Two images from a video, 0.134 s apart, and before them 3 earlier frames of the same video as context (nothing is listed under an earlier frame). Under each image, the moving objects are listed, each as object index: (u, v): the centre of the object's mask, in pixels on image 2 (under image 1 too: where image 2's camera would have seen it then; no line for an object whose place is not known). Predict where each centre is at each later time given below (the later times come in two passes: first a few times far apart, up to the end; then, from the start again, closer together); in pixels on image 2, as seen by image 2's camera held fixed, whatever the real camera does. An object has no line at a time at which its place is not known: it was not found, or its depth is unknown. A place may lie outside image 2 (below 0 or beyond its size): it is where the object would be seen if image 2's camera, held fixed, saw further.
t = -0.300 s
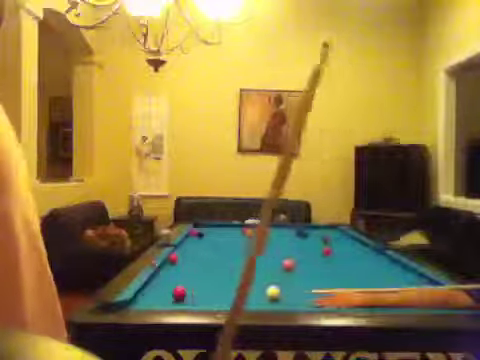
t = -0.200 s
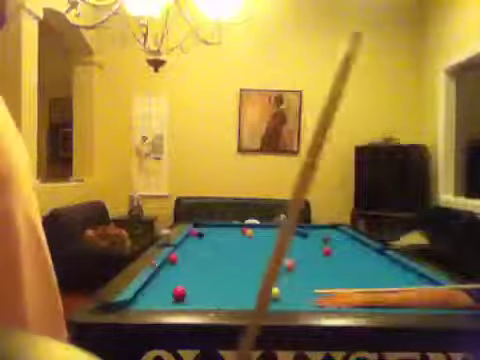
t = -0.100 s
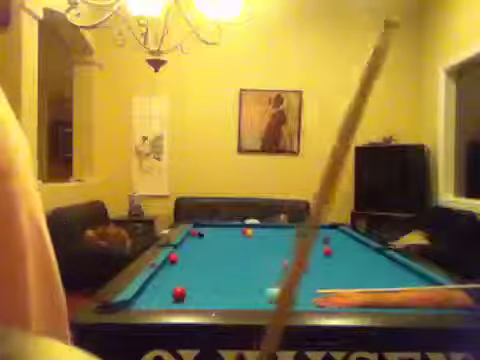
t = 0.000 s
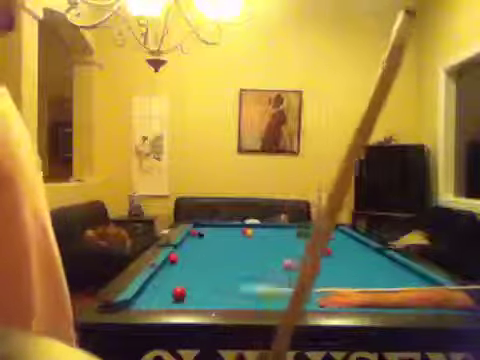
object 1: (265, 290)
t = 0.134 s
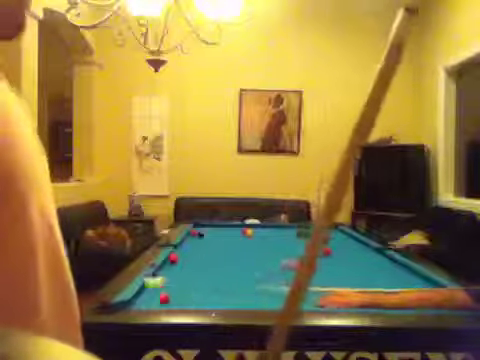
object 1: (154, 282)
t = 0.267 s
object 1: (225, 274)
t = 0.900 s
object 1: (391, 269)
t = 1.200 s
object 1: (351, 273)
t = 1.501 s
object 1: (310, 276)
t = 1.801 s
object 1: (268, 279)
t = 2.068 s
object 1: (230, 282)
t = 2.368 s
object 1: (184, 287)
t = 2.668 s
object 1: (145, 290)
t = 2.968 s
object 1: (167, 295)
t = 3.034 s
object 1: (170, 295)
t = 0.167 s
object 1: (173, 279)
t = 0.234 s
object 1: (207, 275)
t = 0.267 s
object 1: (225, 274)
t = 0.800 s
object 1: (407, 267)
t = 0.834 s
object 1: (404, 267)
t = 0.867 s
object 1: (396, 268)
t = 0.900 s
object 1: (391, 269)
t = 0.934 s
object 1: (388, 268)
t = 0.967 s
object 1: (384, 269)
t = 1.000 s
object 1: (377, 270)
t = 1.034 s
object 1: (373, 270)
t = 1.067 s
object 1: (368, 271)
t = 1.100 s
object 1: (364, 271)
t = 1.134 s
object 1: (360, 271)
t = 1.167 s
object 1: (355, 272)
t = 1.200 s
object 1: (351, 273)
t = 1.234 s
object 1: (346, 273)
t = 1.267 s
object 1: (342, 273)
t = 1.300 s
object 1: (337, 274)
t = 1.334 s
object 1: (334, 273)
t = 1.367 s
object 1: (328, 274)
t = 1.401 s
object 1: (324, 274)
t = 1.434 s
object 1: (319, 275)
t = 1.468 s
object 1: (315, 275)
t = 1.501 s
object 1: (310, 276)
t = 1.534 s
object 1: (308, 276)
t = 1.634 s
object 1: (289, 276)
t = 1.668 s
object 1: (287, 277)
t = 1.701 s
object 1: (281, 278)
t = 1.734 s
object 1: (278, 278)
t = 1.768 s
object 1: (273, 278)
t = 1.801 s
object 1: (268, 279)
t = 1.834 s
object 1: (263, 279)
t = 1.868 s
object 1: (258, 280)
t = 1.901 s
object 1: (254, 280)
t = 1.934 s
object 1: (249, 280)
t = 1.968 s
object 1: (244, 281)
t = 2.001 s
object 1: (239, 281)
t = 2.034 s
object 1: (234, 282)
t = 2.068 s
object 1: (230, 282)
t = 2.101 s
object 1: (225, 282)
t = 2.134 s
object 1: (221, 283)
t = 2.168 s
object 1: (215, 283)
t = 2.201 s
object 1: (210, 284)
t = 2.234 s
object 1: (204, 285)
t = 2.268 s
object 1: (199, 285)
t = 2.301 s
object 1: (192, 285)
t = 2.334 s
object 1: (189, 286)
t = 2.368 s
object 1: (184, 287)
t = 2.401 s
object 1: (180, 287)
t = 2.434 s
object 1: (174, 288)
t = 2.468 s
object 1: (168, 289)
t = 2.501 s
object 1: (164, 289)
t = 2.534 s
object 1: (159, 290)
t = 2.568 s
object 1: (153, 290)
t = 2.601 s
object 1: (149, 290)
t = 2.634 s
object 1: (144, 290)
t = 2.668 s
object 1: (145, 290)
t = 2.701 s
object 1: (148, 291)
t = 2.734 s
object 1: (149, 292)
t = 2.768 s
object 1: (152, 292)
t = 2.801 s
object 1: (153, 290)
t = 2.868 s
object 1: (160, 293)
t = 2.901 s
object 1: (161, 294)
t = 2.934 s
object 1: (164, 294)
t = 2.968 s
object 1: (167, 295)
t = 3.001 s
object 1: (168, 295)
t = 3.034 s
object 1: (170, 295)
